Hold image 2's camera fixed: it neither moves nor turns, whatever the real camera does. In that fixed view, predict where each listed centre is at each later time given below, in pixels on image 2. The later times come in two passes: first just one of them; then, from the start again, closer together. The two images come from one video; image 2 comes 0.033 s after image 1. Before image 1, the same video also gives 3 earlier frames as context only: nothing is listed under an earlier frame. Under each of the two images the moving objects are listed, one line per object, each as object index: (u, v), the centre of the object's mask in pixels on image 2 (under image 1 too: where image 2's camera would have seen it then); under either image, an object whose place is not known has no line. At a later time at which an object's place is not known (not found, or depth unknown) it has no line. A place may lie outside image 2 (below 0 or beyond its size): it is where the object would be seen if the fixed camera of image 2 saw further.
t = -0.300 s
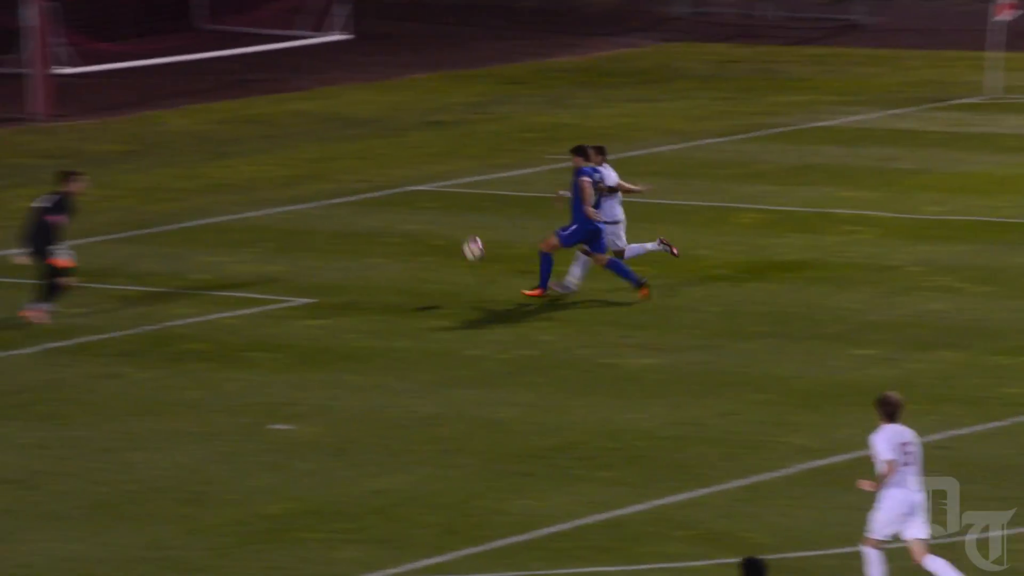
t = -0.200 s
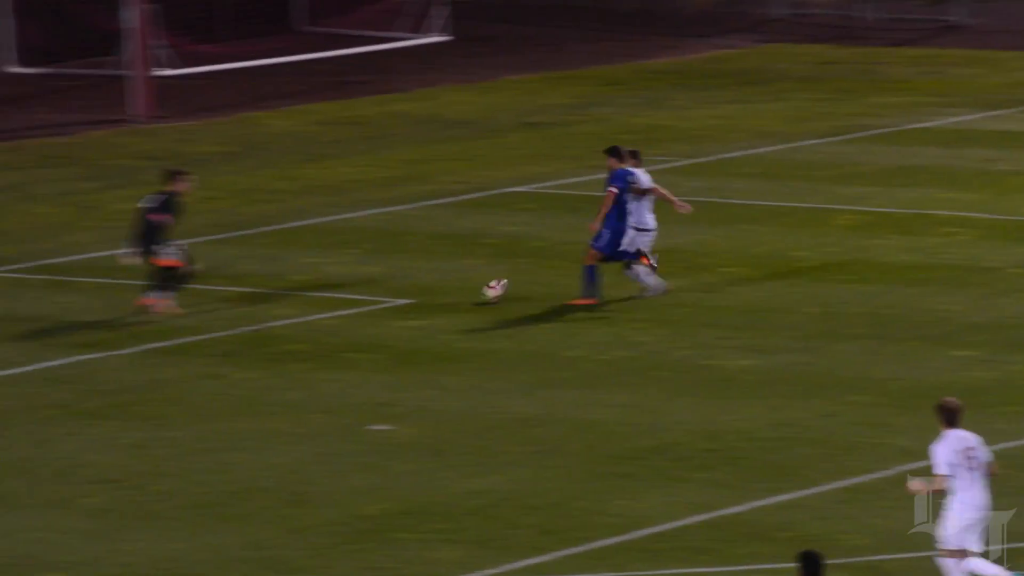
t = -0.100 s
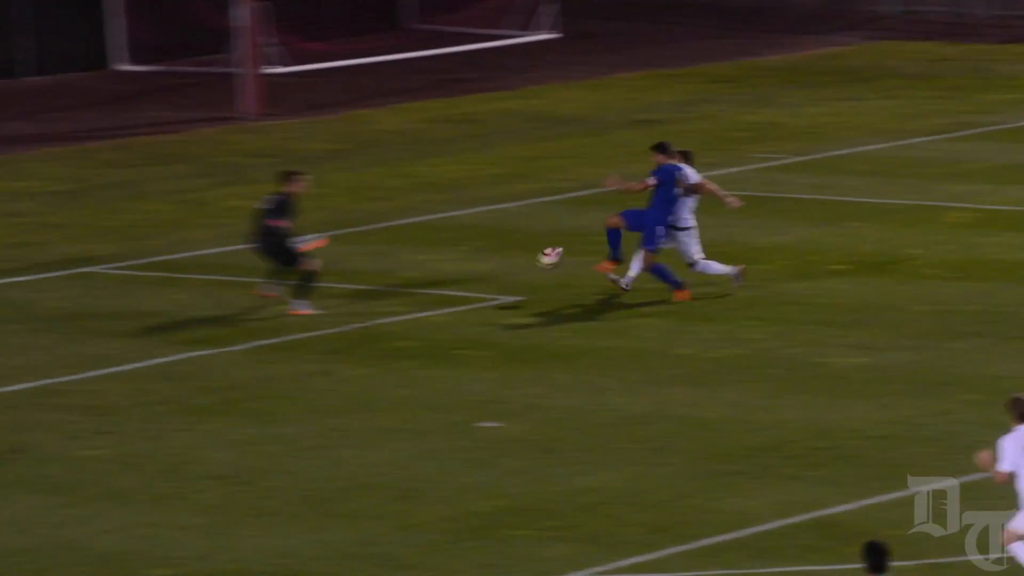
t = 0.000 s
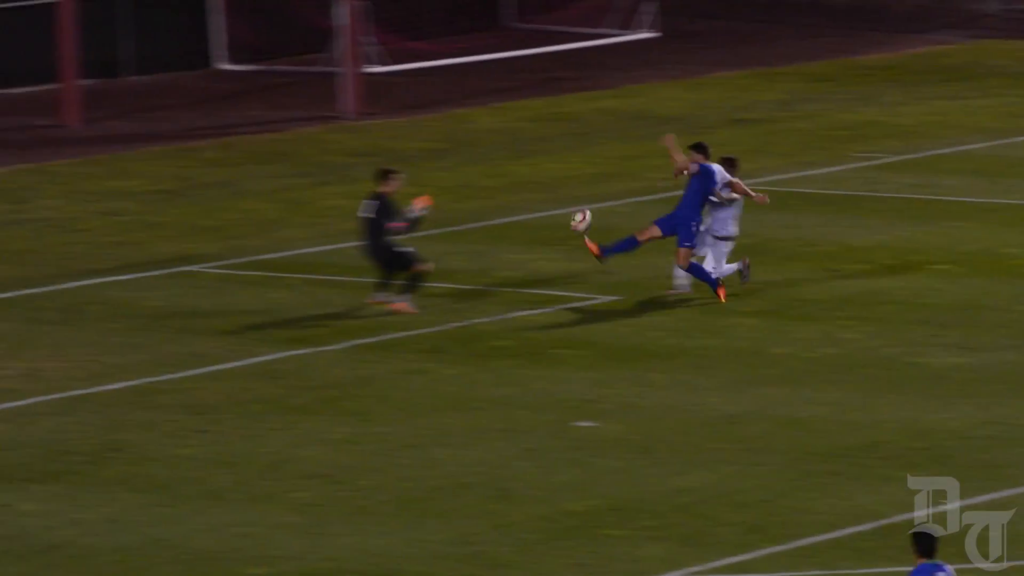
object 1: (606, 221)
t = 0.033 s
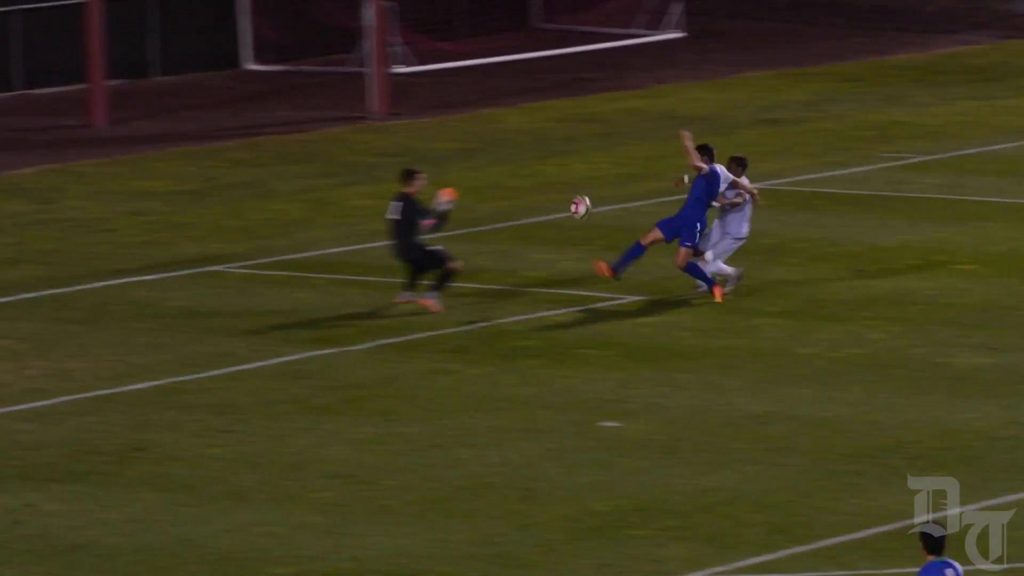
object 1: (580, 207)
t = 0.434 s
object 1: (273, 137)
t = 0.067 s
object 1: (556, 195)
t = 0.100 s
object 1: (531, 184)
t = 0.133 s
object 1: (506, 173)
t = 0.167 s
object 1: (481, 164)
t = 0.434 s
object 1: (273, 137)
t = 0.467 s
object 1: (249, 138)
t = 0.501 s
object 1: (222, 141)
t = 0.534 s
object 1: (198, 145)
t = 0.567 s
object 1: (173, 150)
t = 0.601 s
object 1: (150, 157)
